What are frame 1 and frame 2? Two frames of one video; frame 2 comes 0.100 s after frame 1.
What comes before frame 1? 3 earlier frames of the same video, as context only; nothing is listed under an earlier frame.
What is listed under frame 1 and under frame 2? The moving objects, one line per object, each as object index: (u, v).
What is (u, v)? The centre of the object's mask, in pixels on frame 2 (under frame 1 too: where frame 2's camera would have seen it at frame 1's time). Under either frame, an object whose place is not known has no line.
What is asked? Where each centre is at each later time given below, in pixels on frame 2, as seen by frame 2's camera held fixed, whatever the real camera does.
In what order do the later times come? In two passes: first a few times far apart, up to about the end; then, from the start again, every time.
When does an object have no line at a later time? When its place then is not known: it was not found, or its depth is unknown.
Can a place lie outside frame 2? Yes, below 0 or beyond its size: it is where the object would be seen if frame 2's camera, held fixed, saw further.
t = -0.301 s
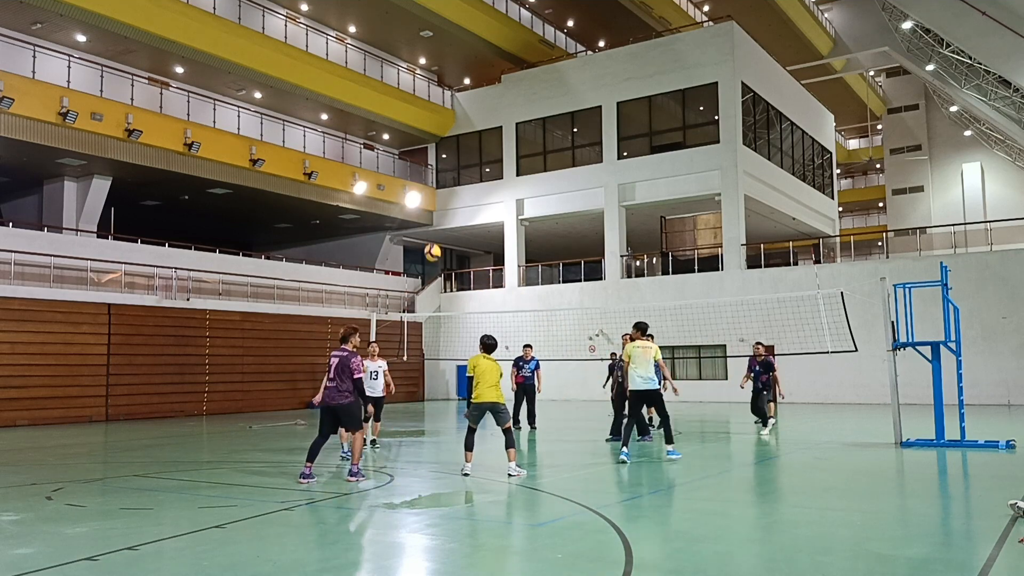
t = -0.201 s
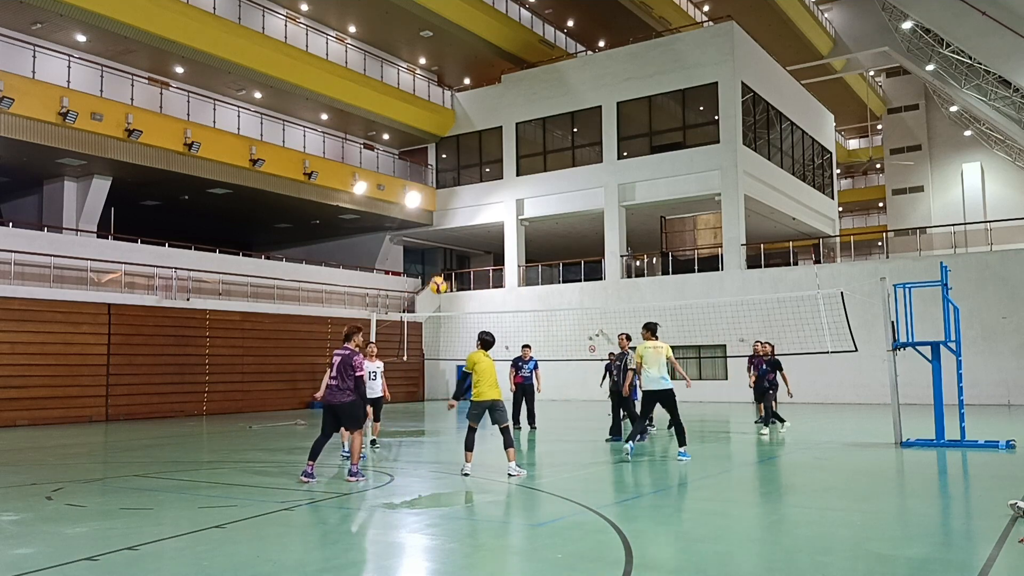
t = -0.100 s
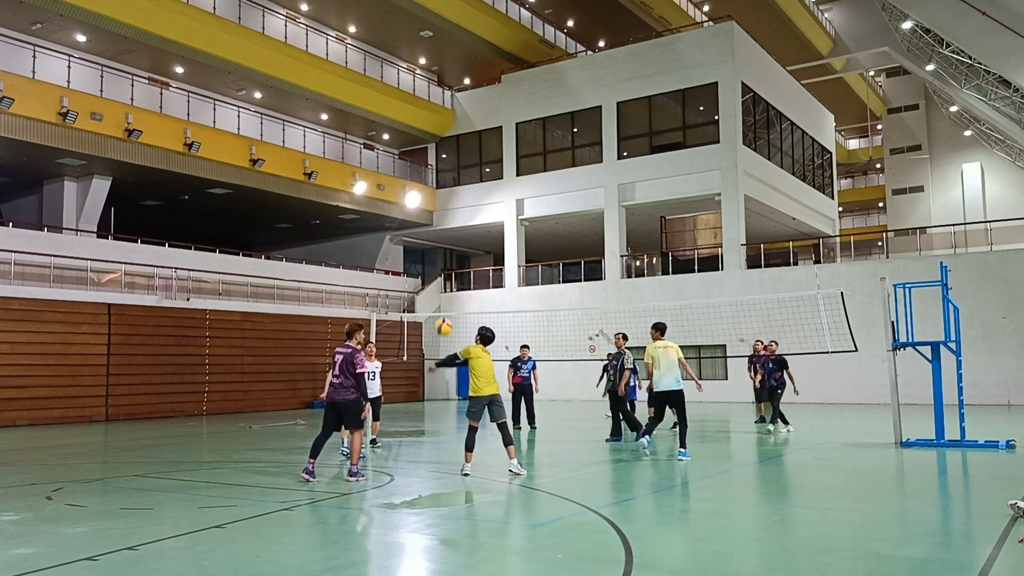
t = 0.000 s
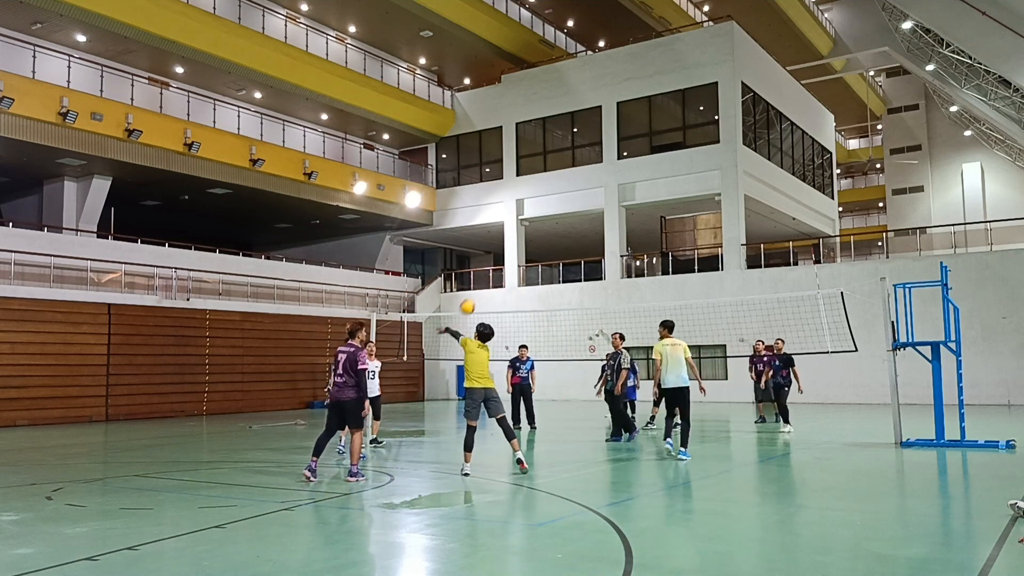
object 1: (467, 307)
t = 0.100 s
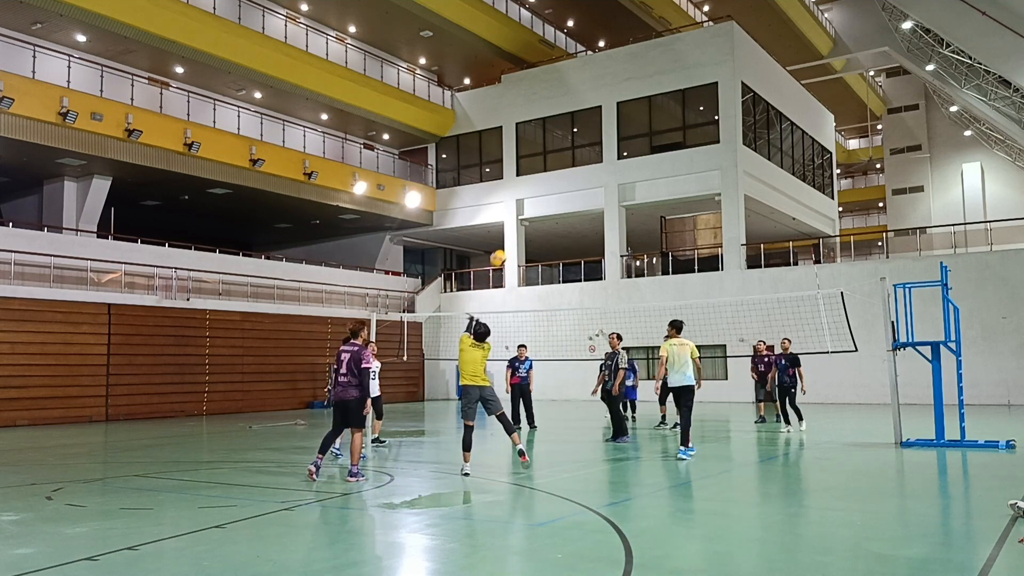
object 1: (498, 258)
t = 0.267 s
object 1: (545, 206)
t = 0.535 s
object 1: (607, 171)
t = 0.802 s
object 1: (659, 182)
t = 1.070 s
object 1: (705, 229)
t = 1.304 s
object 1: (740, 294)
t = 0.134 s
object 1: (507, 246)
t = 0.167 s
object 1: (519, 233)
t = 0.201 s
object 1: (527, 224)
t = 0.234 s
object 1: (536, 214)
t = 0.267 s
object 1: (545, 206)
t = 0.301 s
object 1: (553, 198)
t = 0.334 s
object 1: (561, 192)
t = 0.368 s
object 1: (569, 186)
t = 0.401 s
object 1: (577, 181)
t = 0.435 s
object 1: (586, 177)
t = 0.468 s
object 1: (593, 175)
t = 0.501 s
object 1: (600, 172)
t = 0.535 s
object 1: (607, 171)
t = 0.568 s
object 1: (614, 170)
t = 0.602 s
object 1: (620, 169)
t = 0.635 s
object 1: (627, 170)
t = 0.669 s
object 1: (634, 171)
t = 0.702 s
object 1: (641, 173)
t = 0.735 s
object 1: (647, 175)
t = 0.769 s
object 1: (653, 178)
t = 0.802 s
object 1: (659, 182)
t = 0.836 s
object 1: (666, 186)
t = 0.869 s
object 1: (671, 191)
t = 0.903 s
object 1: (677, 196)
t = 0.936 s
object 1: (683, 202)
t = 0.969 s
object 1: (688, 207)
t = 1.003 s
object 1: (694, 214)
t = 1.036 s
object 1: (699, 221)
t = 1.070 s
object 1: (705, 229)
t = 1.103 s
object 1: (710, 237)
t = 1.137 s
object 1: (715, 246)
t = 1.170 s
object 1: (720, 255)
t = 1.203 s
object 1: (725, 264)
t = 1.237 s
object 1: (730, 274)
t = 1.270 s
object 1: (735, 285)
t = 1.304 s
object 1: (740, 294)
